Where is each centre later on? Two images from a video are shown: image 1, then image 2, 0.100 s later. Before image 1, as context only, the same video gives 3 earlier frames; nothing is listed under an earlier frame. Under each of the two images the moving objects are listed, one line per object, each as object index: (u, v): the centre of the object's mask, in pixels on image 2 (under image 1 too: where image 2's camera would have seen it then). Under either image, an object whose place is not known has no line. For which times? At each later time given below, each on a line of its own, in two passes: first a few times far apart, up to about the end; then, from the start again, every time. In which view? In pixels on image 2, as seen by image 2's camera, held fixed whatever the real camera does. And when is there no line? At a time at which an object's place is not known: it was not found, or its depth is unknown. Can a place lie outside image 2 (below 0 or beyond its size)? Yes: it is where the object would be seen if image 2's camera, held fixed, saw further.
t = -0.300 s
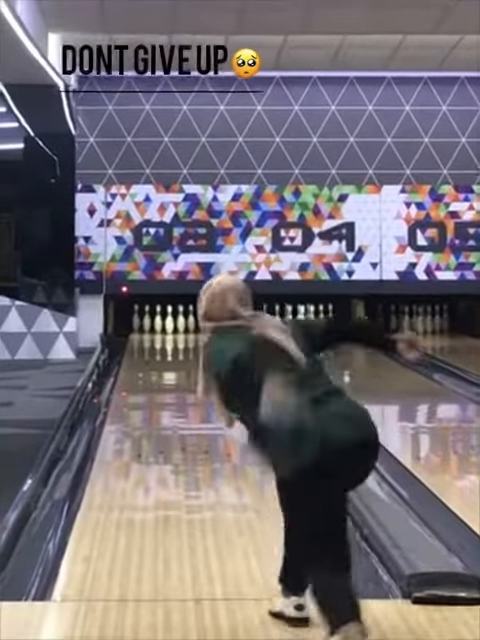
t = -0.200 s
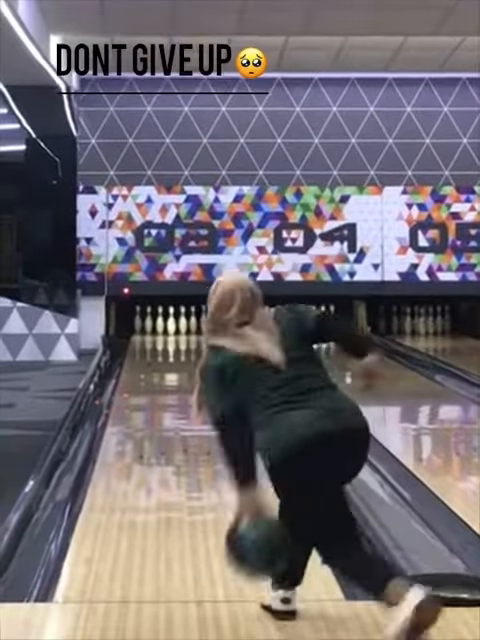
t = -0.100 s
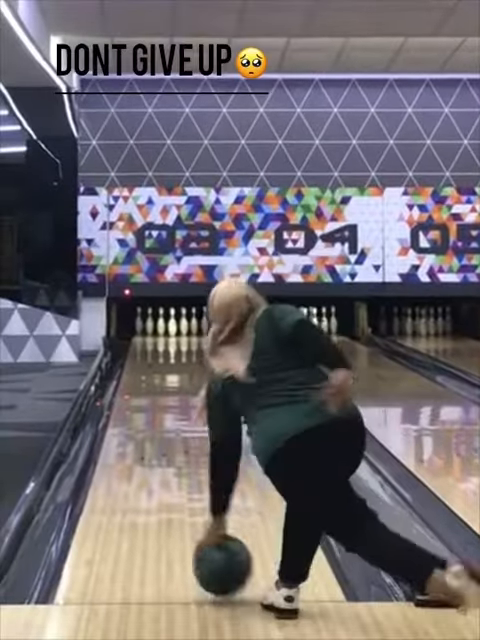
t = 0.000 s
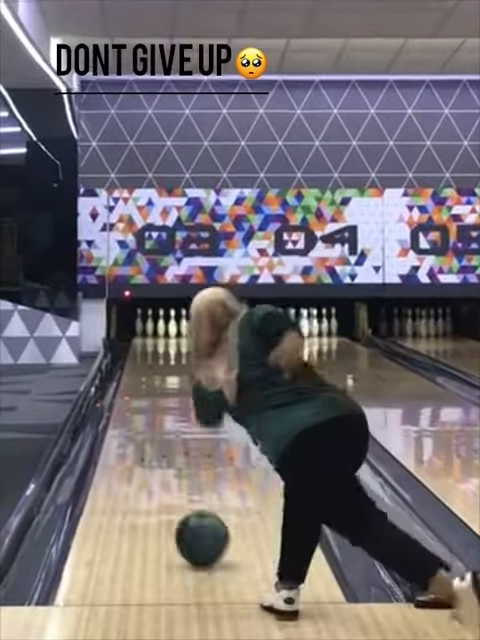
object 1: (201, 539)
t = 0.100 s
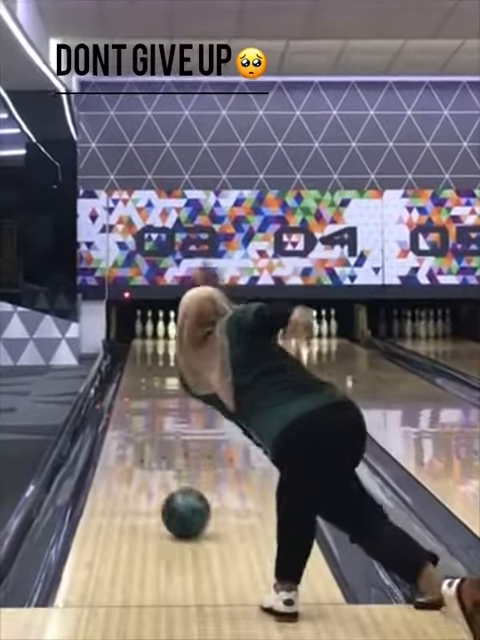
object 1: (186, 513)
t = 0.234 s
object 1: (170, 486)
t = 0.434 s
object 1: (153, 453)
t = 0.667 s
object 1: (139, 423)
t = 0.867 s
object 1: (131, 405)
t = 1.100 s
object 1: (127, 388)
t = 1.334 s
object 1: (122, 375)
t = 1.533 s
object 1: (123, 364)
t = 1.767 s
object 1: (125, 354)
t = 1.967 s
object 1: (128, 350)
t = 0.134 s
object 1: (181, 505)
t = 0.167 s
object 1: (177, 498)
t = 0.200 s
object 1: (173, 492)
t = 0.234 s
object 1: (170, 486)
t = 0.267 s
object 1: (166, 480)
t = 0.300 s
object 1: (163, 473)
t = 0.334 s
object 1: (160, 468)
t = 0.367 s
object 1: (157, 462)
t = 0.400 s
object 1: (155, 457)
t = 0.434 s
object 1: (153, 453)
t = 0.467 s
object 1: (150, 447)
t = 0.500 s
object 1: (148, 443)
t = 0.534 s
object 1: (146, 439)
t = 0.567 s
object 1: (144, 436)
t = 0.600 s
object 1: (142, 431)
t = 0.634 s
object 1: (141, 427)
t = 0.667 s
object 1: (139, 423)
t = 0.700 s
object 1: (138, 420)
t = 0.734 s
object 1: (137, 417)
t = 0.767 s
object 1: (135, 413)
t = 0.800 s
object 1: (133, 411)
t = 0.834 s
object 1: (132, 408)
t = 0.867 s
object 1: (131, 405)
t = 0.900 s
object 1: (130, 402)
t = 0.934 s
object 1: (130, 401)
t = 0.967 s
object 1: (129, 397)
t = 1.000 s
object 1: (129, 394)
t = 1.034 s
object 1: (129, 392)
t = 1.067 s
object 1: (128, 391)
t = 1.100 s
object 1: (127, 388)
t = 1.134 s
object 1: (126, 387)
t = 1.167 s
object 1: (126, 385)
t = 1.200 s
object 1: (125, 380)
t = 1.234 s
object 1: (125, 379)
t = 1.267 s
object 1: (125, 378)
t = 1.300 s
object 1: (123, 375)
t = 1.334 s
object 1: (122, 375)
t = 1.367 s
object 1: (123, 373)
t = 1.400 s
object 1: (124, 371)
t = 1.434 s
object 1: (123, 369)
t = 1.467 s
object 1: (122, 367)
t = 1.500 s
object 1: (122, 366)
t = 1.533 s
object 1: (123, 364)
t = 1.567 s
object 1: (123, 363)
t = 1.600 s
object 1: (125, 361)
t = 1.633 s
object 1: (125, 360)
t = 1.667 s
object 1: (125, 359)
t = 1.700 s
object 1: (125, 356)
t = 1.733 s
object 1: (124, 355)
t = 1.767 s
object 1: (125, 354)
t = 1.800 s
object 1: (126, 354)
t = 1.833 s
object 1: (125, 353)
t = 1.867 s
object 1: (126, 352)
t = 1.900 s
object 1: (127, 351)
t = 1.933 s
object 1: (128, 351)
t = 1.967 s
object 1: (128, 350)
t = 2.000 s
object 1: (131, 349)
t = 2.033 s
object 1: (130, 348)
